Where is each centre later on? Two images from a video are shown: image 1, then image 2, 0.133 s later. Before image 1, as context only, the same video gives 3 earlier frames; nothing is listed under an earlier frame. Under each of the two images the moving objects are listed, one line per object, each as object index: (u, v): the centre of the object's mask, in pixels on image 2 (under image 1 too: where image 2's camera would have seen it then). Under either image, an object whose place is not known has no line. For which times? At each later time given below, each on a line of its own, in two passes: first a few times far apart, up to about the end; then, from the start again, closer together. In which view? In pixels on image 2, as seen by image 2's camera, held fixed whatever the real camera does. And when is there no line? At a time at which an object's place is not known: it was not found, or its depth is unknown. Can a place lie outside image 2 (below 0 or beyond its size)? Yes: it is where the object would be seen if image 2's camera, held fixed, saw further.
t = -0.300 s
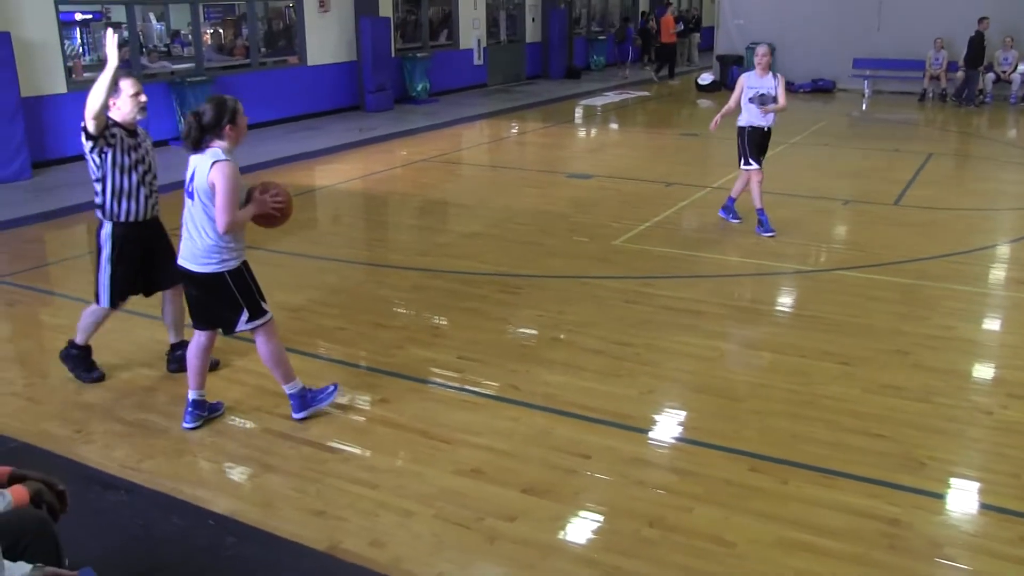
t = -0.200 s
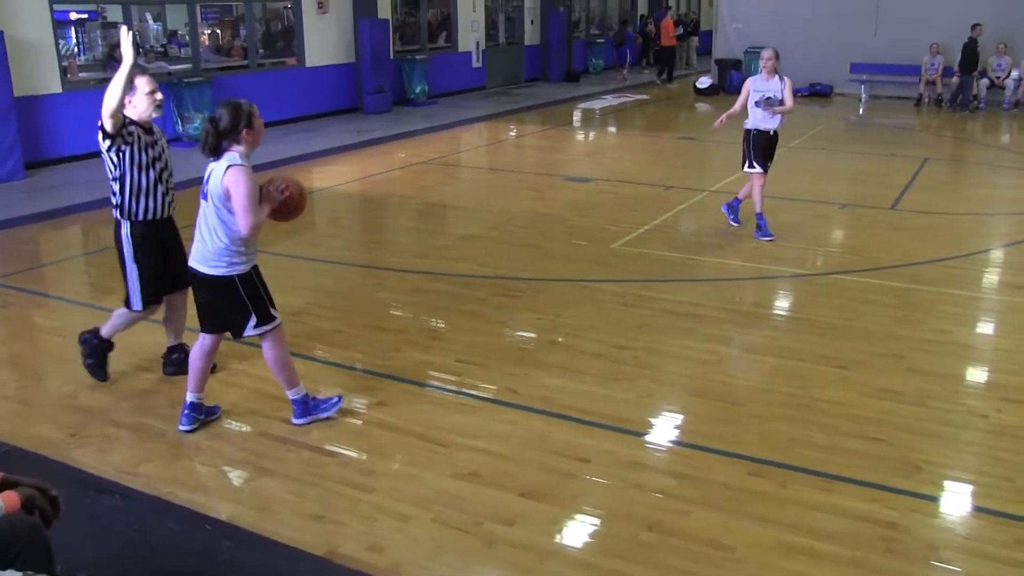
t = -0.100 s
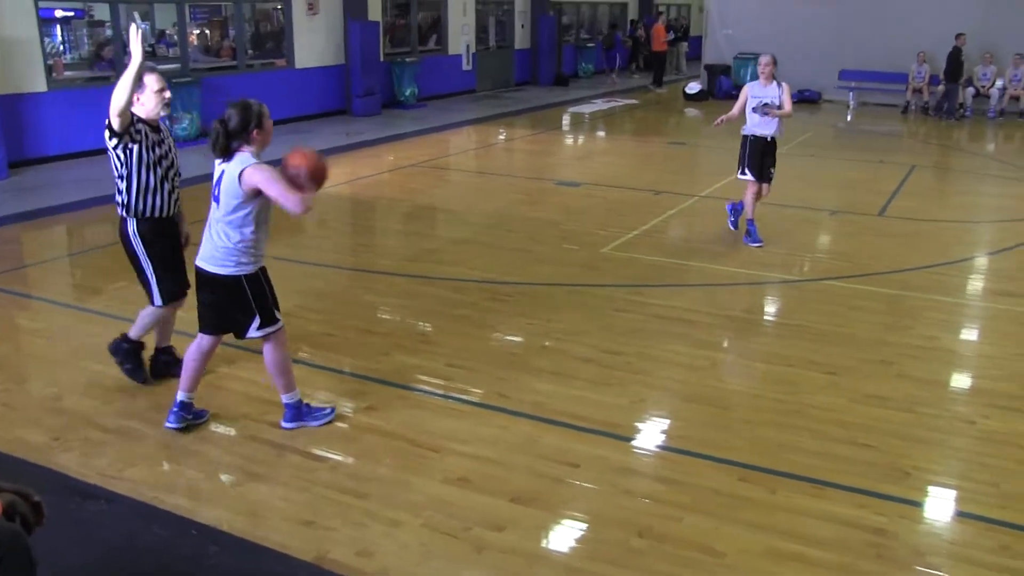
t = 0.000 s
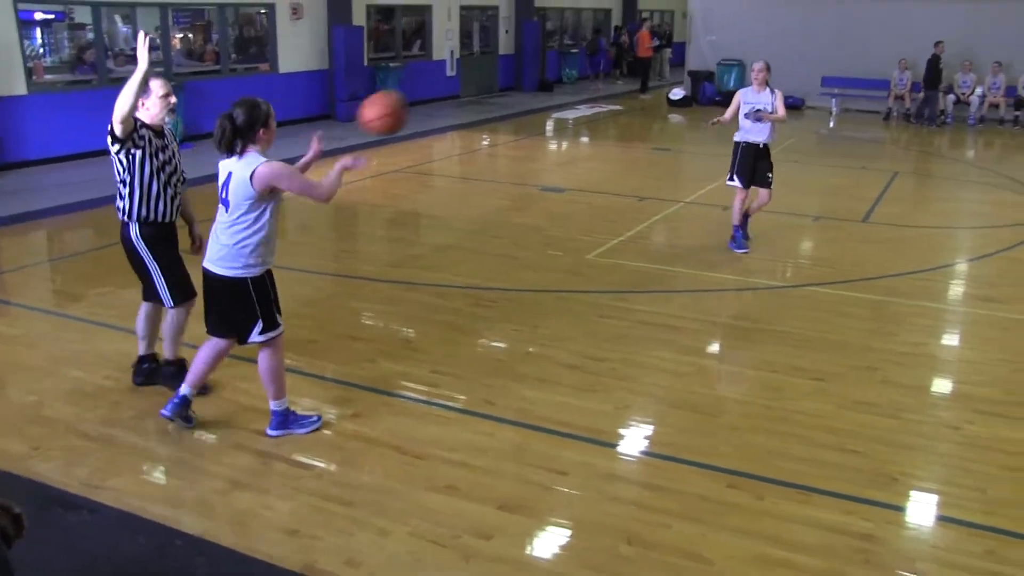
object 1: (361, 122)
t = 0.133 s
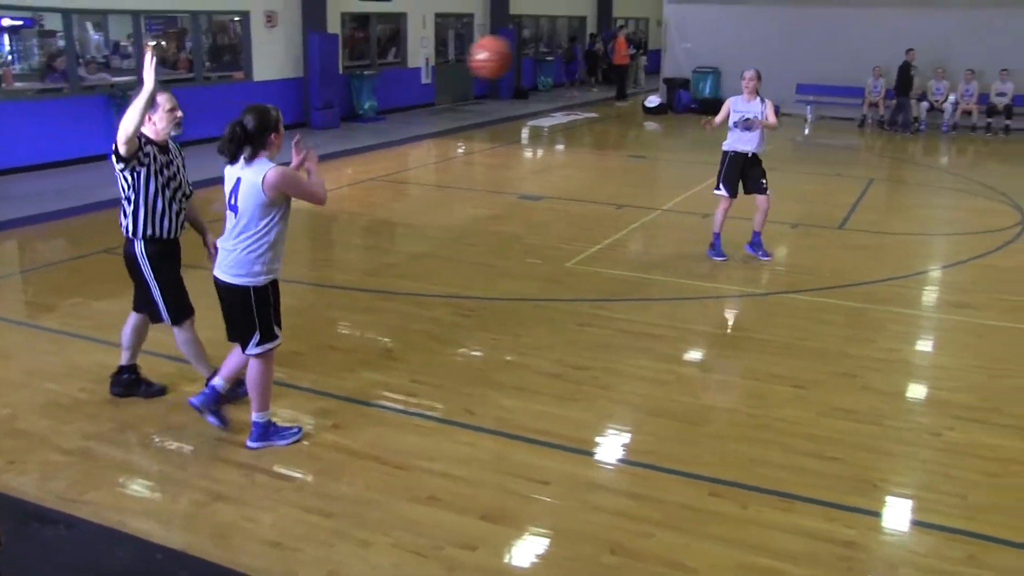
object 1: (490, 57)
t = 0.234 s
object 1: (575, 34)
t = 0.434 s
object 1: (713, 42)
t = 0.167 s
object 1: (519, 48)
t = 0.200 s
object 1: (547, 39)
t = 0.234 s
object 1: (575, 34)
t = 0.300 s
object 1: (627, 30)
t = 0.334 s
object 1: (650, 30)
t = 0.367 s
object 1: (673, 32)
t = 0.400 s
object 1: (693, 37)
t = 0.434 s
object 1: (713, 42)
